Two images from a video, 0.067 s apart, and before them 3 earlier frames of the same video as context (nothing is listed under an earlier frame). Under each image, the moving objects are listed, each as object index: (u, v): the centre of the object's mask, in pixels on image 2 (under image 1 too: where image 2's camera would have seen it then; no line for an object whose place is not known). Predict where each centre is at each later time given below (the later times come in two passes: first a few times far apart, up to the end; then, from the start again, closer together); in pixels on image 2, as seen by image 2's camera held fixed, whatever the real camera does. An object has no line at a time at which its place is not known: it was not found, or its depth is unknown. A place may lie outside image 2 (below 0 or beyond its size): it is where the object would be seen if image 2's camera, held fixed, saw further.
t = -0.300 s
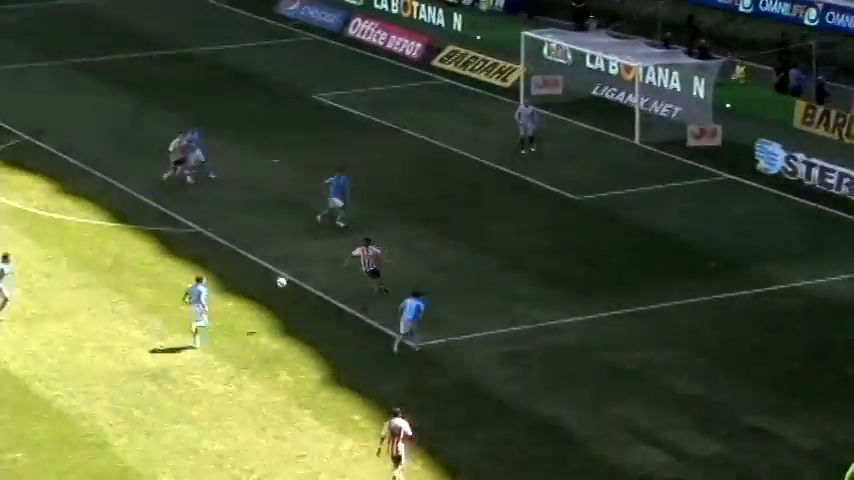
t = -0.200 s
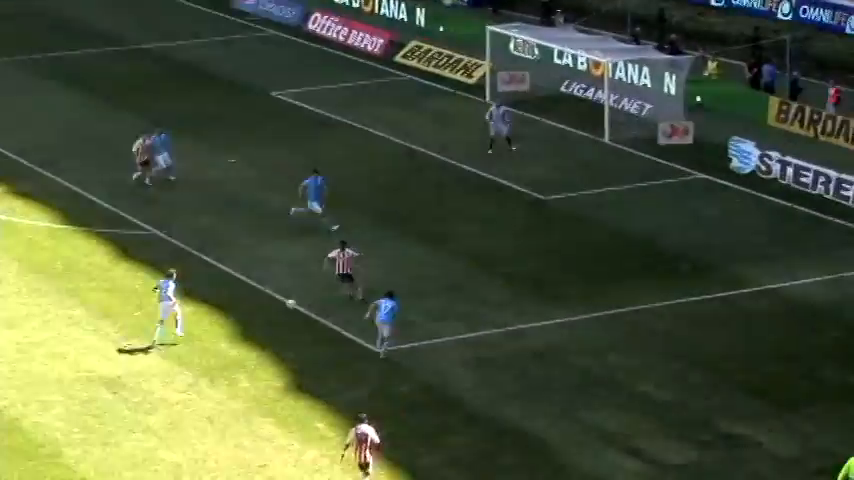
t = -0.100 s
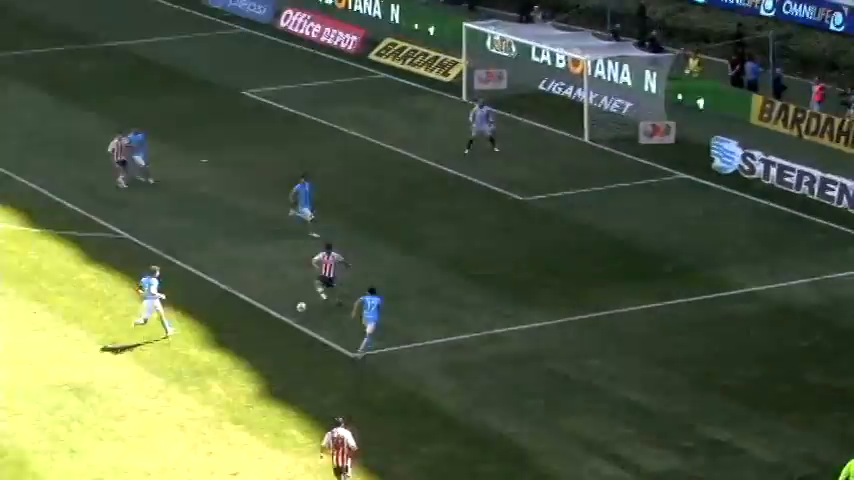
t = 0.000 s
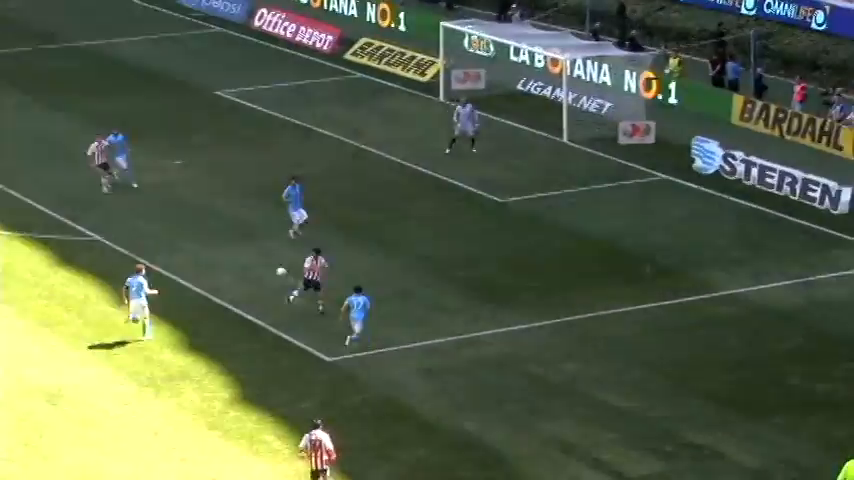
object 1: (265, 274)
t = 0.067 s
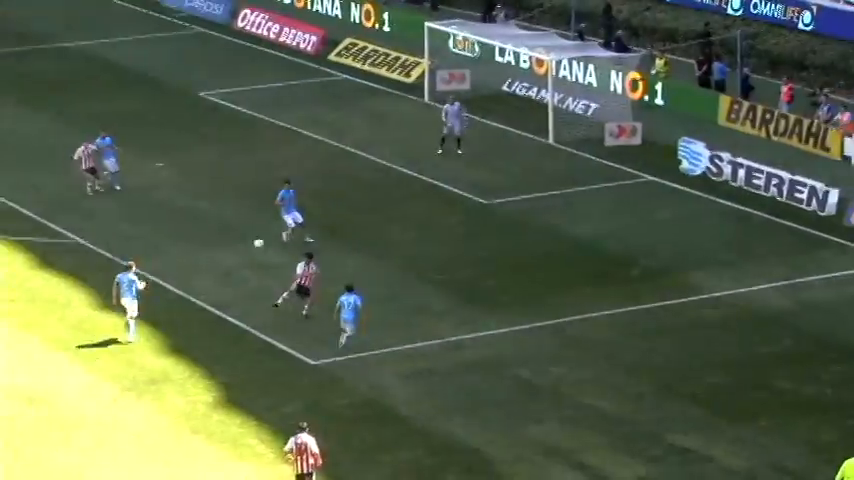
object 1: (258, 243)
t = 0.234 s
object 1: (244, 176)
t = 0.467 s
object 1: (228, 103)
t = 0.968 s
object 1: (206, 30)
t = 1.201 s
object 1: (194, 32)
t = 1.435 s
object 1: (186, 56)
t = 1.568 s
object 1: (182, 79)
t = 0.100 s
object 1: (255, 229)
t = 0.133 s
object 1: (252, 215)
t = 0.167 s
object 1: (249, 201)
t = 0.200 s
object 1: (247, 188)
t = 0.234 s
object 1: (244, 176)
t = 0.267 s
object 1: (242, 163)
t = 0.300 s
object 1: (239, 152)
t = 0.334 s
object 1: (238, 141)
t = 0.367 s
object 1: (235, 131)
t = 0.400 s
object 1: (232, 122)
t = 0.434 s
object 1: (229, 112)
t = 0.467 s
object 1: (228, 103)
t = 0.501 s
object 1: (225, 95)
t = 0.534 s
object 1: (224, 87)
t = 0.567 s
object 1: (222, 81)
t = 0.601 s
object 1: (220, 73)
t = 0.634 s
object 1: (220, 67)
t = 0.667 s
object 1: (222, 61)
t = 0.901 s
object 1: (211, 33)
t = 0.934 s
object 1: (209, 31)
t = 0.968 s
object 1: (206, 30)
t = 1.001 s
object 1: (205, 29)
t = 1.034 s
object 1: (203, 28)
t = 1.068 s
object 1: (201, 28)
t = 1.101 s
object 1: (199, 28)
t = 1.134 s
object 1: (197, 29)
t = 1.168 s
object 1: (195, 31)
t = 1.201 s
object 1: (194, 32)
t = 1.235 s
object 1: (193, 34)
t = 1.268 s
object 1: (192, 36)
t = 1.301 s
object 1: (191, 39)
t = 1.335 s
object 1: (190, 43)
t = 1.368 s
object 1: (189, 47)
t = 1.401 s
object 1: (187, 51)
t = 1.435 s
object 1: (186, 56)
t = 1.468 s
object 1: (185, 61)
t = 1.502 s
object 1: (184, 67)
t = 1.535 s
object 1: (183, 73)
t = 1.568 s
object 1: (182, 79)
